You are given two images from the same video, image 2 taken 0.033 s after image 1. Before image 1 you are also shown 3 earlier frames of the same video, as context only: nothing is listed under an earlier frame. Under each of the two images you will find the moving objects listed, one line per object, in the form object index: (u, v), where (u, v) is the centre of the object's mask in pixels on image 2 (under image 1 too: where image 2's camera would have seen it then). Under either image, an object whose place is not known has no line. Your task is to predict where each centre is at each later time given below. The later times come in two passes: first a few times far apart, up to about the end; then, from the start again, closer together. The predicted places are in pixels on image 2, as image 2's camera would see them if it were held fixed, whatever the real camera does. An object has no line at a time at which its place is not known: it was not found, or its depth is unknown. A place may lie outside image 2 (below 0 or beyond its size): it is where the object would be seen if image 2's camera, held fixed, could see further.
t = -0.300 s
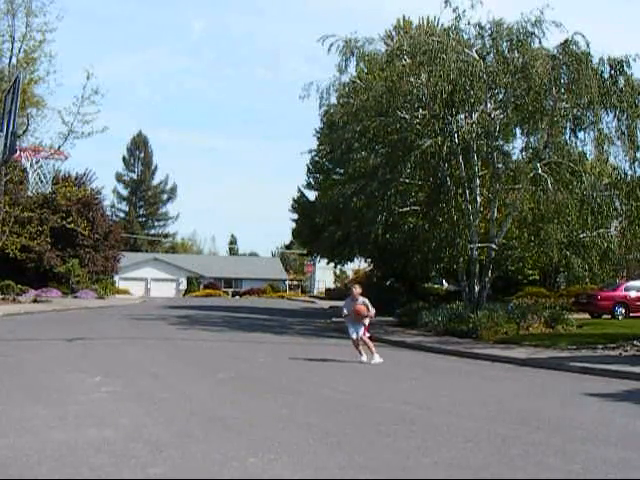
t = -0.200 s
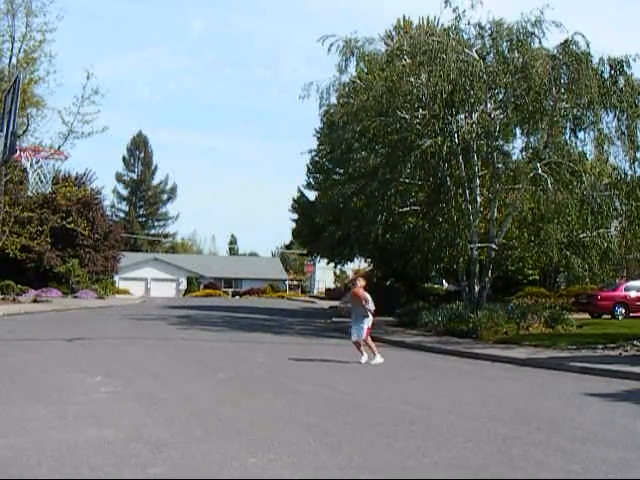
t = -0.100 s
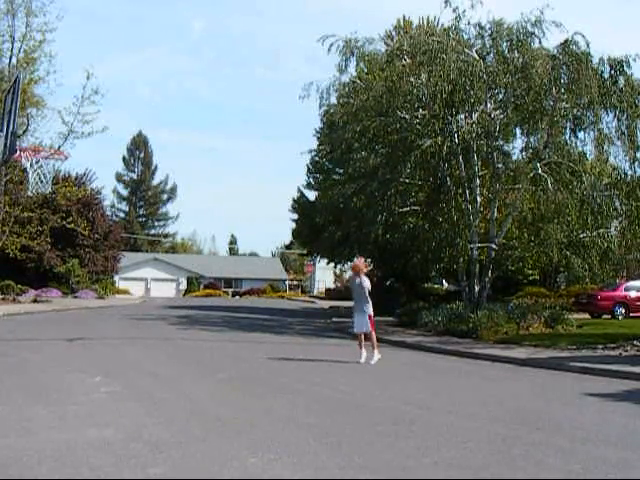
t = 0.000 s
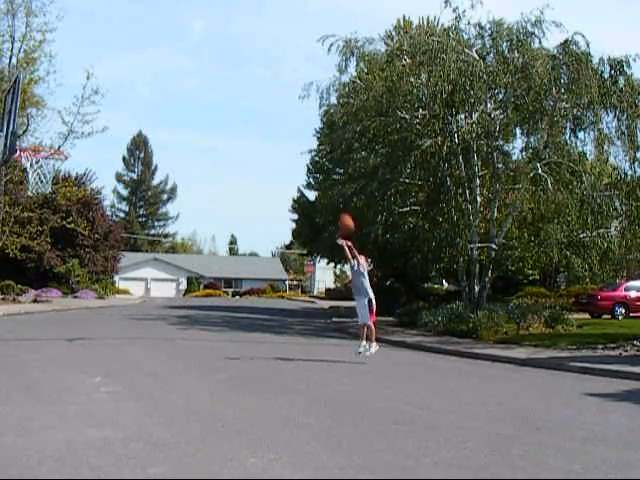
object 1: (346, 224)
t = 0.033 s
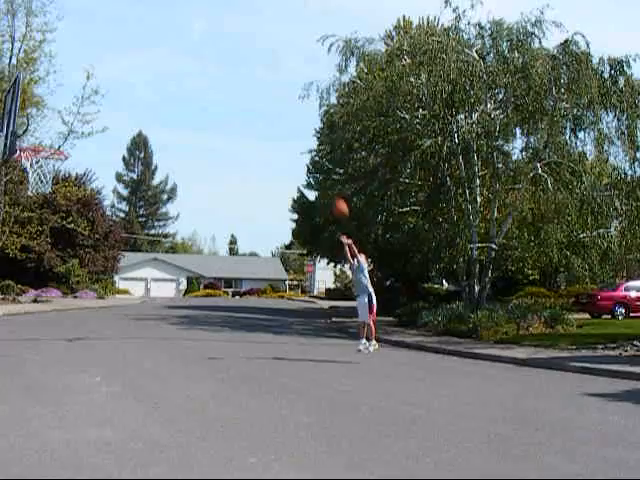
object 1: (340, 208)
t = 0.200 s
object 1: (310, 144)
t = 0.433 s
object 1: (264, 79)
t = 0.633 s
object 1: (220, 49)
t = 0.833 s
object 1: (170, 48)
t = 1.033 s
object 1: (111, 82)
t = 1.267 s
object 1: (38, 138)
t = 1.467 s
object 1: (41, 139)
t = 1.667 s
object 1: (57, 143)
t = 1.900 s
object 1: (46, 141)
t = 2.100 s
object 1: (33, 165)
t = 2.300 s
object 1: (34, 201)
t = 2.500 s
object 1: (35, 273)
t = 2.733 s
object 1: (37, 387)
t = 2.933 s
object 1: (46, 303)
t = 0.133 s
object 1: (323, 168)
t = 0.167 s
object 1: (317, 154)
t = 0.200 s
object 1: (310, 144)
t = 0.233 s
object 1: (304, 133)
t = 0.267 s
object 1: (297, 122)
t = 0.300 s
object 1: (290, 112)
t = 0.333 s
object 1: (284, 102)
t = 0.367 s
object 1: (277, 94)
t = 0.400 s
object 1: (271, 86)
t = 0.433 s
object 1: (264, 79)
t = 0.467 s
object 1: (257, 72)
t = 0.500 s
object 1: (250, 65)
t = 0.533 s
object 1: (243, 60)
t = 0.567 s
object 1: (236, 56)
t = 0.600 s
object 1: (228, 52)
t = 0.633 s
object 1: (220, 49)
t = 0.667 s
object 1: (212, 46)
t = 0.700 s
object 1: (204, 45)
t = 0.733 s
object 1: (196, 44)
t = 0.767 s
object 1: (187, 45)
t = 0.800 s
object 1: (179, 46)
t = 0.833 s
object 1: (170, 48)
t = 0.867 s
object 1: (161, 51)
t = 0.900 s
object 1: (151, 55)
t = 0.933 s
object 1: (142, 60)
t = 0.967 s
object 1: (132, 66)
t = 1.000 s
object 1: (122, 74)
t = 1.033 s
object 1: (111, 82)
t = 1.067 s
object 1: (101, 92)
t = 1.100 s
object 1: (90, 102)
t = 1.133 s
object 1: (79, 115)
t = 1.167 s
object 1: (67, 129)
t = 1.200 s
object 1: (56, 142)
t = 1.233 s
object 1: (47, 141)
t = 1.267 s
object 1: (38, 138)
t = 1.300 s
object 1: (29, 137)
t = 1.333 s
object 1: (23, 135)
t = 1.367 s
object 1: (24, 135)
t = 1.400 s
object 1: (29, 136)
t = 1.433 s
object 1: (36, 138)
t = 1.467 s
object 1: (41, 139)
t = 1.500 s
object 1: (49, 142)
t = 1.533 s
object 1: (53, 144)
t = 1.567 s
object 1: (54, 143)
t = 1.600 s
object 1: (55, 142)
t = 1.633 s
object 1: (57, 142)
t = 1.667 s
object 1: (57, 143)
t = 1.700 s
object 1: (58, 143)
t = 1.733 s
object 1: (57, 142)
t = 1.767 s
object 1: (55, 142)
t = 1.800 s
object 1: (53, 142)
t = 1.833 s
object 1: (52, 141)
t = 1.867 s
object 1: (49, 141)
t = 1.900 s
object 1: (46, 141)
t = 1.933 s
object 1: (44, 144)
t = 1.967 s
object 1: (43, 146)
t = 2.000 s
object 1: (39, 149)
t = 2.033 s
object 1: (37, 153)
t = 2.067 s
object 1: (37, 158)
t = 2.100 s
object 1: (33, 165)
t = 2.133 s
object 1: (33, 167)
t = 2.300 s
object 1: (34, 201)
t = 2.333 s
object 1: (33, 211)
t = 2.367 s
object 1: (34, 221)
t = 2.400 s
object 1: (35, 233)
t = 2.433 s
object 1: (34, 245)
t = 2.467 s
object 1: (35, 259)
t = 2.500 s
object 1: (35, 273)
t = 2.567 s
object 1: (36, 303)
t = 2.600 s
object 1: (36, 321)
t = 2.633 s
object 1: (37, 338)
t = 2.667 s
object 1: (37, 357)
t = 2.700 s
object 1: (36, 377)
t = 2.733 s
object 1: (37, 387)
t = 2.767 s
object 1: (39, 371)
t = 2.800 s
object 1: (40, 355)
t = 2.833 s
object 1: (42, 340)
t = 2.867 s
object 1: (43, 327)
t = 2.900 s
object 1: (45, 315)
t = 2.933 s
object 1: (46, 303)
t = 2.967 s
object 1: (47, 293)
